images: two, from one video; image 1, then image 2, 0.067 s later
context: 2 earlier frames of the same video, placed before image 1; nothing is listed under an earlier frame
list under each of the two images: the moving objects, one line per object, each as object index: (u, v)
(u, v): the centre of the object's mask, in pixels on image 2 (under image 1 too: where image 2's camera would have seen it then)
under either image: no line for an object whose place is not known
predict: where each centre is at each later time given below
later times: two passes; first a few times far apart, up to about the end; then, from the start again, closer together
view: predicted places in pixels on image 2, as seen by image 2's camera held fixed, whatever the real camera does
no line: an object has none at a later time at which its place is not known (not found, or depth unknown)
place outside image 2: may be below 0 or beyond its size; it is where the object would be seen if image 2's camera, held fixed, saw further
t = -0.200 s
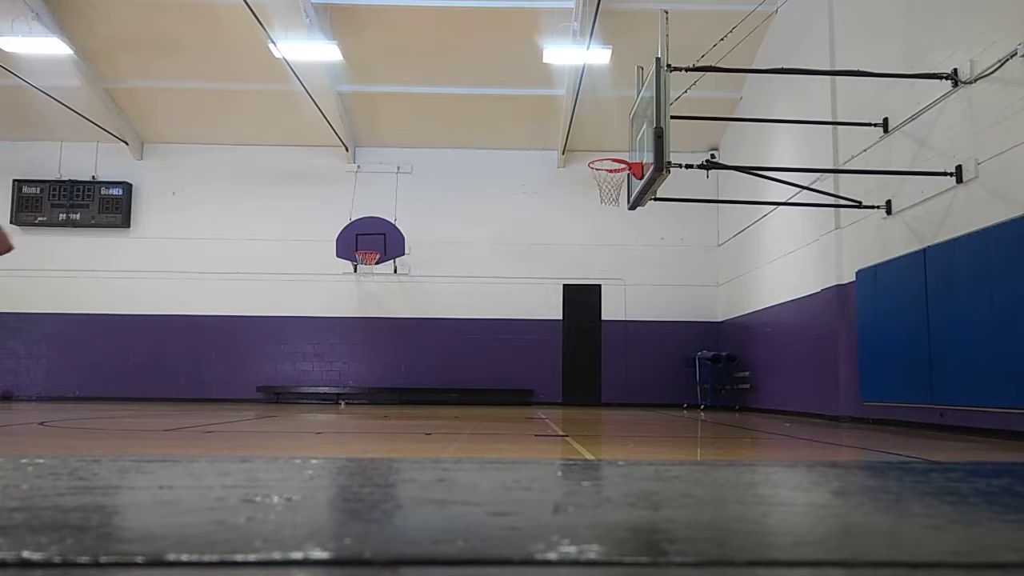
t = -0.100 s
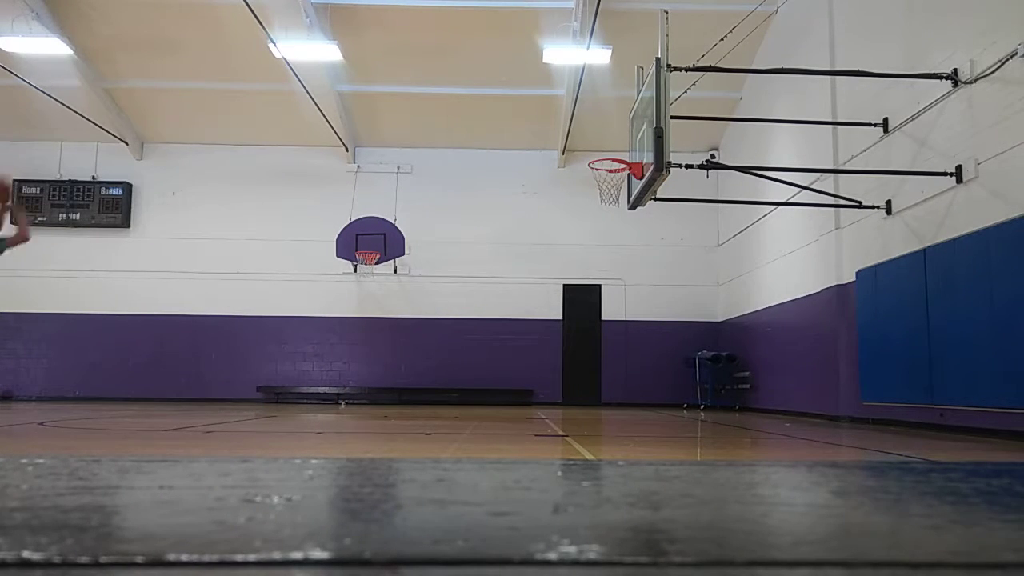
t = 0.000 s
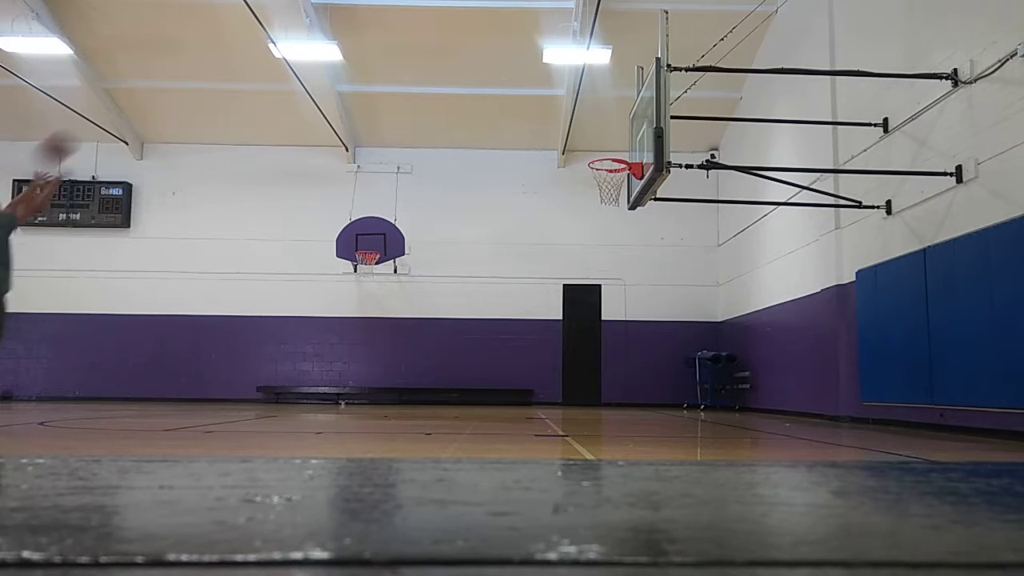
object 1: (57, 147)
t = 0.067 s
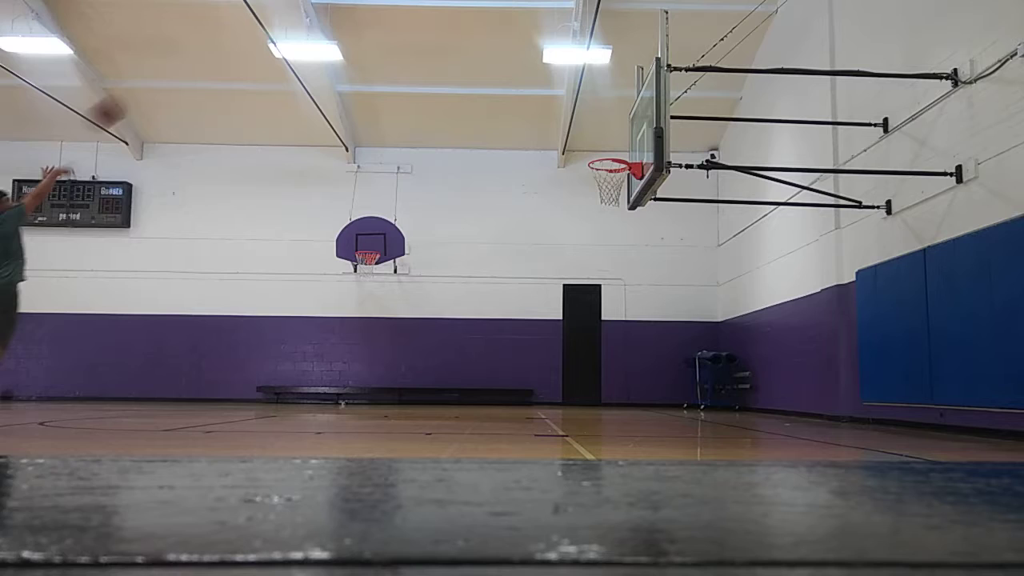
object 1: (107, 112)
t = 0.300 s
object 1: (254, 38)
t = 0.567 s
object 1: (399, 20)
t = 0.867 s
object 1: (532, 74)
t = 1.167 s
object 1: (600, 161)
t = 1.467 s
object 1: (639, 113)
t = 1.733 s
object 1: (682, 133)
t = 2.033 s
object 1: (748, 268)
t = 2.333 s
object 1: (807, 342)
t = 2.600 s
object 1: (825, 172)
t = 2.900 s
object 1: (851, 87)
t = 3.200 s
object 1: (888, 140)
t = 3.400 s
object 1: (923, 290)
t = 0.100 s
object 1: (129, 99)
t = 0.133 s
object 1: (152, 84)
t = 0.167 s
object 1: (174, 71)
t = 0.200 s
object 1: (196, 61)
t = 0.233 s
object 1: (217, 51)
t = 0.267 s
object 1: (237, 44)
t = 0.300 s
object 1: (254, 38)
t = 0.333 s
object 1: (275, 27)
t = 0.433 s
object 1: (333, 19)
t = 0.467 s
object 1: (348, 18)
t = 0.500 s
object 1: (366, 19)
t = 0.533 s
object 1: (382, 19)
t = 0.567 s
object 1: (399, 20)
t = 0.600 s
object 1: (414, 22)
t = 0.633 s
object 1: (430, 26)
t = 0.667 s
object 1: (446, 30)
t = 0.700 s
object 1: (461, 35)
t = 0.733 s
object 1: (476, 42)
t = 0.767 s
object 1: (490, 48)
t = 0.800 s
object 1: (504, 56)
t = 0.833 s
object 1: (517, 65)
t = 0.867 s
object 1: (532, 74)
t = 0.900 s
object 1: (545, 85)
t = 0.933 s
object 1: (557, 96)
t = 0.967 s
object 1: (572, 108)
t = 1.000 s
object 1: (586, 121)
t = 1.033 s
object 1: (598, 134)
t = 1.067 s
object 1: (609, 146)
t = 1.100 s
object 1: (618, 160)
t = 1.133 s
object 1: (604, 164)
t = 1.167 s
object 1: (600, 161)
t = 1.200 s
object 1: (605, 150)
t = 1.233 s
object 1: (608, 144)
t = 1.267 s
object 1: (612, 137)
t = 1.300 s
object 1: (617, 131)
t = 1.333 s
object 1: (621, 126)
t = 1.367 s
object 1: (625, 121)
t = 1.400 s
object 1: (629, 118)
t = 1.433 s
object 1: (634, 115)
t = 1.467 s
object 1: (639, 113)
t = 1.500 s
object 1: (643, 111)
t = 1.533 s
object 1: (648, 111)
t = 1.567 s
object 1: (654, 112)
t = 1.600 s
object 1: (659, 114)
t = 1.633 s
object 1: (665, 117)
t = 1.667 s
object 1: (670, 121)
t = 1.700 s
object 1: (676, 127)
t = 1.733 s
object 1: (682, 133)
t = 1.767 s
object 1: (688, 142)
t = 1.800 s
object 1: (694, 150)
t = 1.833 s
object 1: (702, 162)
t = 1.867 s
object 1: (707, 176)
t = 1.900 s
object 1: (715, 189)
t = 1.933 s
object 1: (723, 206)
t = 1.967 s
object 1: (730, 223)
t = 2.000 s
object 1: (740, 248)
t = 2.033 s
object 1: (748, 268)
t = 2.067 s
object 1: (756, 292)
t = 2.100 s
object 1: (768, 324)
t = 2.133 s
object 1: (775, 349)
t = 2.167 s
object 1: (786, 385)
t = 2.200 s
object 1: (798, 419)
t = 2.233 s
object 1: (803, 420)
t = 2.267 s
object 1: (804, 392)
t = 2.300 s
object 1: (806, 366)
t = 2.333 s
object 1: (807, 342)
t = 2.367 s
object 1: (810, 319)
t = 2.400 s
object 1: (812, 293)
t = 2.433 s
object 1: (815, 267)
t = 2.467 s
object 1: (817, 246)
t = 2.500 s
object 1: (819, 227)
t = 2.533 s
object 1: (820, 208)
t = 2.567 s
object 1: (823, 188)
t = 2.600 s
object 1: (825, 172)
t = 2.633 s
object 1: (827, 158)
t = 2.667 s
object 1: (830, 144)
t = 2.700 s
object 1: (833, 132)
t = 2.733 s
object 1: (836, 120)
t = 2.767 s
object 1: (839, 110)
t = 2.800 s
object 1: (842, 102)
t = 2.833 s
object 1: (845, 96)
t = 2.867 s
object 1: (848, 91)
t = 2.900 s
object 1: (851, 87)
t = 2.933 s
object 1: (854, 85)
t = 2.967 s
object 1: (858, 85)
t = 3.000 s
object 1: (862, 86)
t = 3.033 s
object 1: (866, 90)
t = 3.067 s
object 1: (870, 95)
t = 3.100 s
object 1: (874, 102)
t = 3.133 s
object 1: (879, 112)
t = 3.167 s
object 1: (884, 125)
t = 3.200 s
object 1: (888, 140)
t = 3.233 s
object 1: (893, 156)
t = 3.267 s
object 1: (899, 176)
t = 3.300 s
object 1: (904, 199)
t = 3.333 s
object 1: (911, 226)
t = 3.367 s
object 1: (916, 257)
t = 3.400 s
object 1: (923, 290)
